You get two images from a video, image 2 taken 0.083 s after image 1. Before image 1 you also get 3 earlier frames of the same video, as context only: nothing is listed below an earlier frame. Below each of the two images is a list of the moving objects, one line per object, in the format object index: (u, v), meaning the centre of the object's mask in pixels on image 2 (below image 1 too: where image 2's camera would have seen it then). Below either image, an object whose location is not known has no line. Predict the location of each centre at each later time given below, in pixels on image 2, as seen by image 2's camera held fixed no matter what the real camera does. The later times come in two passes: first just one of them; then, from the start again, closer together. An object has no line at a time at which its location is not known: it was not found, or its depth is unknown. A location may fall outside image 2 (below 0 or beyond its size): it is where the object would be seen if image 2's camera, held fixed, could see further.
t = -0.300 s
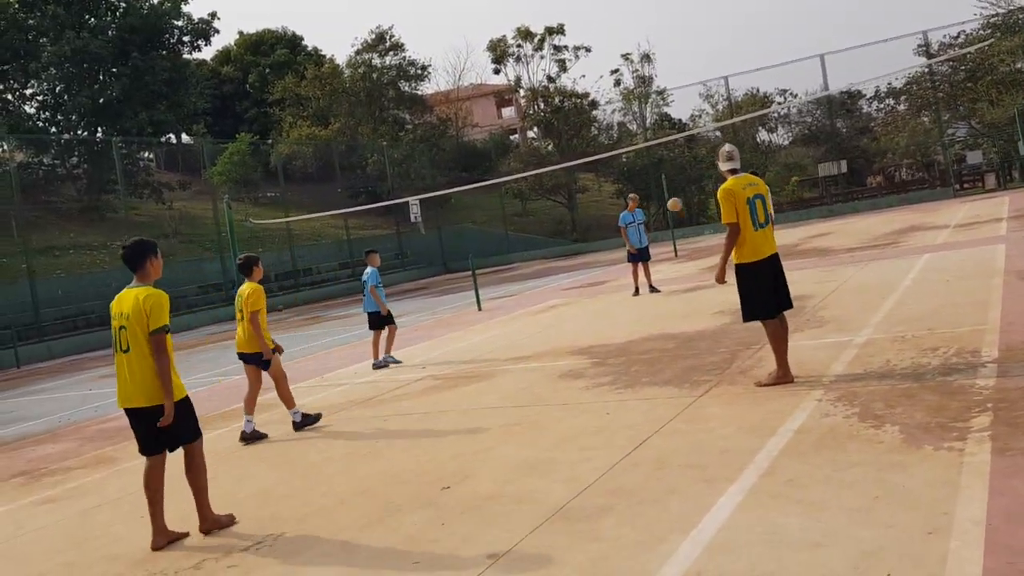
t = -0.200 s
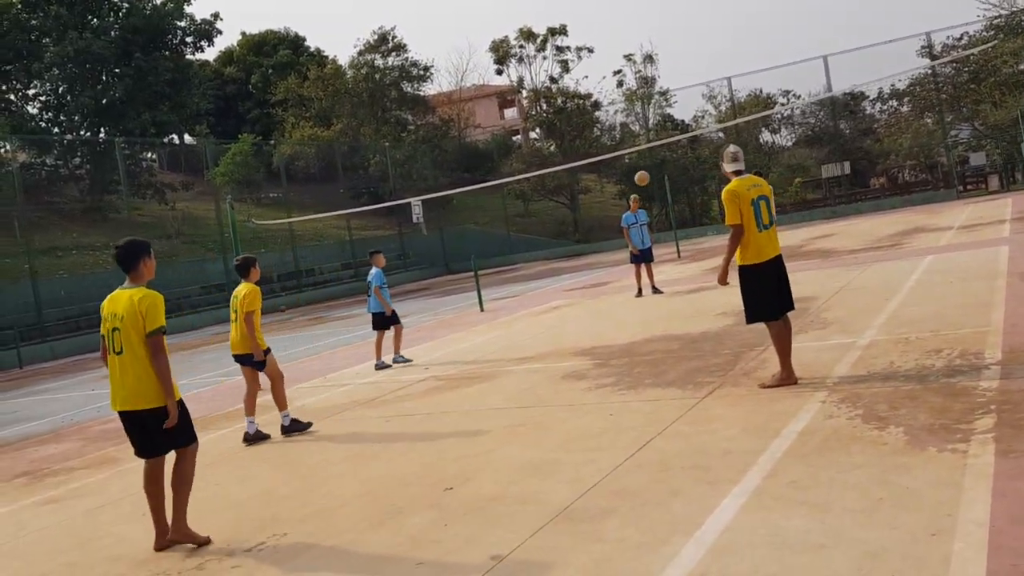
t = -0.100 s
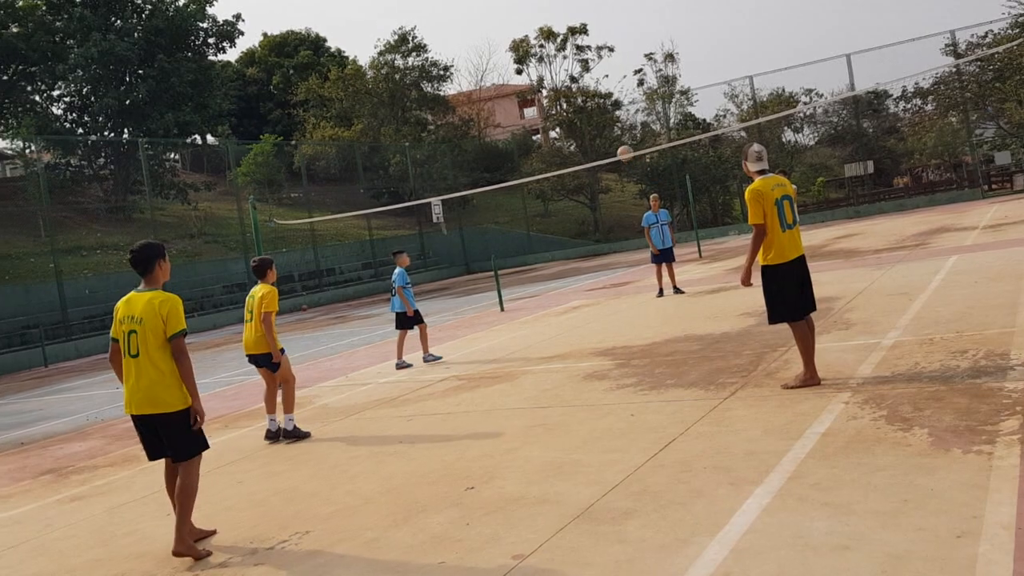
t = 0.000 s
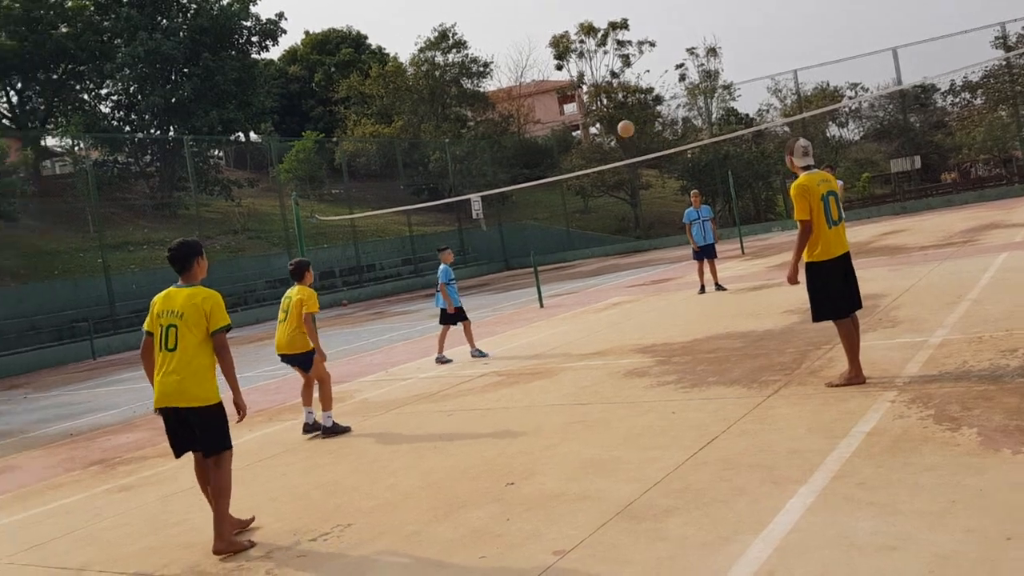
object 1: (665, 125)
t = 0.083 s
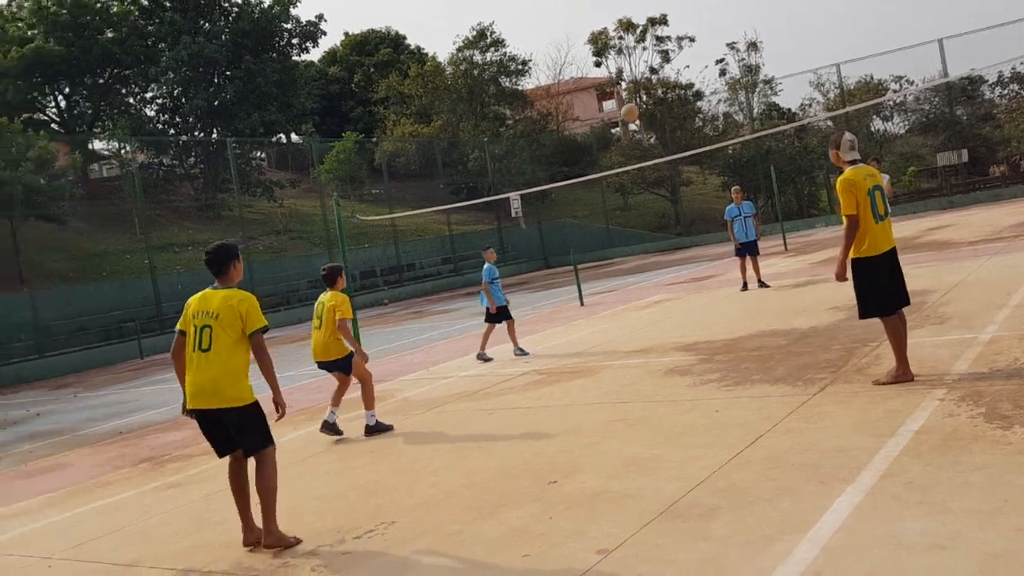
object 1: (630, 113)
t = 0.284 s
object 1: (538, 100)
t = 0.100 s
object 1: (623, 109)
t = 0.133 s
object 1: (607, 107)
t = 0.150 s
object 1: (600, 105)
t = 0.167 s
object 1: (593, 104)
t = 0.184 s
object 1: (585, 102)
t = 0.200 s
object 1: (577, 100)
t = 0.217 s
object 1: (569, 100)
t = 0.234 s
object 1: (563, 100)
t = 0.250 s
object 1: (554, 99)
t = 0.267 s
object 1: (546, 99)
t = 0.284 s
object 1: (538, 100)
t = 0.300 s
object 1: (530, 101)
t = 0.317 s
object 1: (522, 101)
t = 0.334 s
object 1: (512, 102)
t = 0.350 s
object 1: (504, 103)
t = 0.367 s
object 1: (494, 104)
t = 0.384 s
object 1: (485, 105)
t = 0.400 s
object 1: (476, 107)
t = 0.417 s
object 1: (467, 109)
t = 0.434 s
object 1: (457, 111)
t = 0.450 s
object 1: (447, 114)
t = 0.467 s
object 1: (438, 117)
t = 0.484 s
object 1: (427, 120)
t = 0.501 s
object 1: (417, 123)
